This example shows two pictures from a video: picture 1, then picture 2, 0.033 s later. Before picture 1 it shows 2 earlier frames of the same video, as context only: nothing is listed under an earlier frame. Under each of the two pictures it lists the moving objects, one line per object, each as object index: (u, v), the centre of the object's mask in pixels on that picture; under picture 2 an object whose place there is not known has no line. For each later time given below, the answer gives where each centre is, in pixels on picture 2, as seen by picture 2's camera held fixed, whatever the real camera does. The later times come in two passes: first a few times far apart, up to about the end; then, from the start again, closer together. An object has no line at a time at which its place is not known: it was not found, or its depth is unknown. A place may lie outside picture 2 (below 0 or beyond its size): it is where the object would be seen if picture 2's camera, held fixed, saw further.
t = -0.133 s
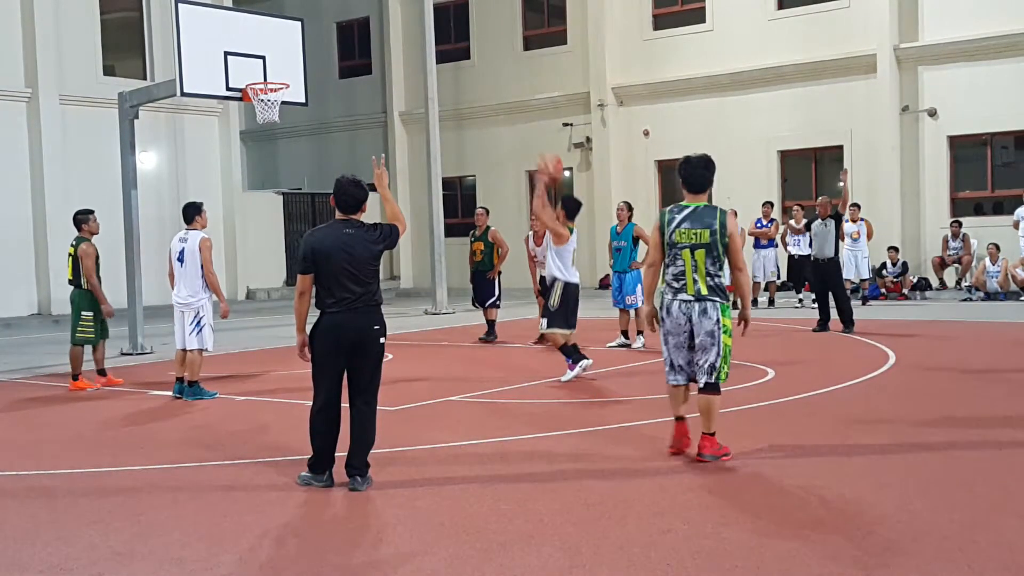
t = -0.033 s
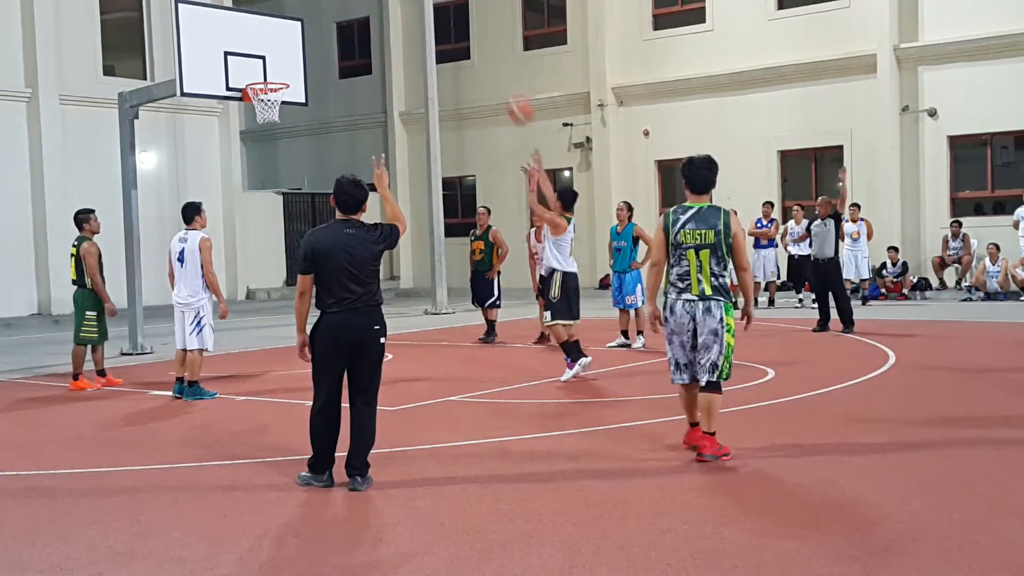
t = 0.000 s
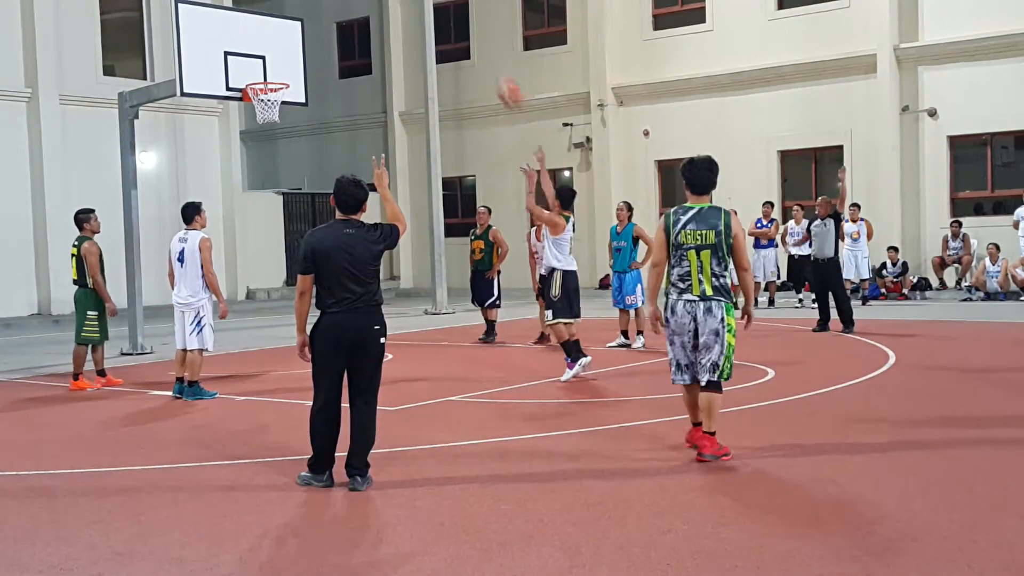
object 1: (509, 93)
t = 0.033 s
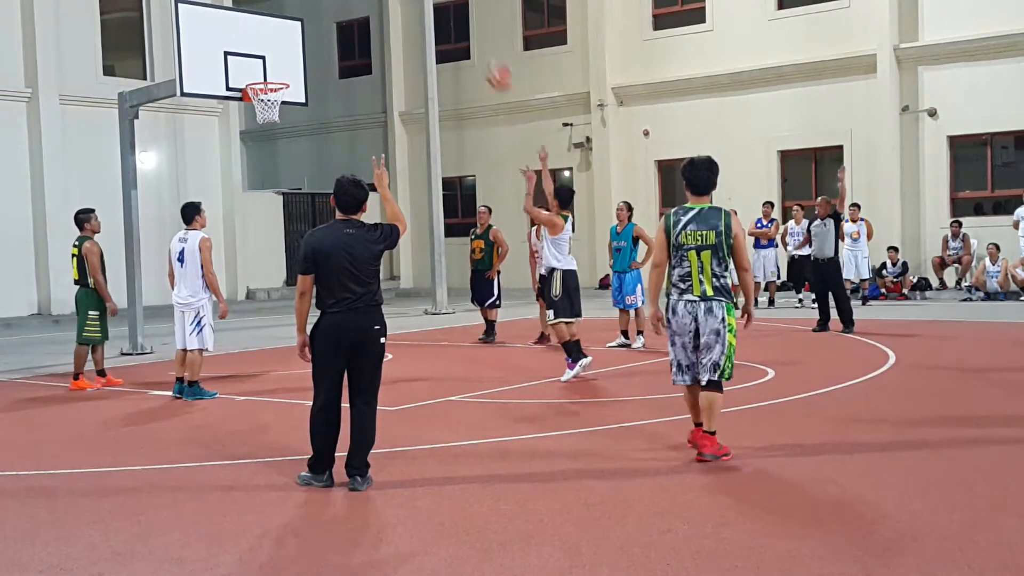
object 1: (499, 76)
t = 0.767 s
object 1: (311, 21)
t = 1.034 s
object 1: (284, 60)
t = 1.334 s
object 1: (310, 61)
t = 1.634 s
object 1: (342, 156)
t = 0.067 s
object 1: (489, 62)
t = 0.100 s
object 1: (478, 50)
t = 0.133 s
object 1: (467, 35)
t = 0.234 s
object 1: (441, 10)
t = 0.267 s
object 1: (432, 5)
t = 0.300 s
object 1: (419, 3)
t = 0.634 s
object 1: (339, 3)
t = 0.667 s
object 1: (331, 5)
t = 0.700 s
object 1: (323, 8)
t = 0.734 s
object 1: (317, 12)
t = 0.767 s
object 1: (311, 21)
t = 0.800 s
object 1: (303, 30)
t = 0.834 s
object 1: (296, 41)
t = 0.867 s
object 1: (289, 52)
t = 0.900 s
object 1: (283, 64)
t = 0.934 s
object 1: (278, 75)
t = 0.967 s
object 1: (279, 70)
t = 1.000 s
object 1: (282, 64)
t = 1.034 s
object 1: (284, 60)
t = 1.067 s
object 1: (287, 56)
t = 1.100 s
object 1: (289, 53)
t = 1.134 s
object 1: (292, 51)
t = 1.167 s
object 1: (295, 50)
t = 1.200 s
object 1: (297, 50)
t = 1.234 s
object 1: (300, 51)
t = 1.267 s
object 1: (303, 54)
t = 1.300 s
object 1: (306, 57)
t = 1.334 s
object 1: (310, 61)
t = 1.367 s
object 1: (313, 67)
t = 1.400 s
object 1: (316, 73)
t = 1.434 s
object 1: (319, 81)
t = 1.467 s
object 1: (323, 90)
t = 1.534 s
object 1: (330, 113)
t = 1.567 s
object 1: (334, 126)
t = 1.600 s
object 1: (337, 141)
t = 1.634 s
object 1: (342, 156)
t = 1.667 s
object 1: (344, 168)
